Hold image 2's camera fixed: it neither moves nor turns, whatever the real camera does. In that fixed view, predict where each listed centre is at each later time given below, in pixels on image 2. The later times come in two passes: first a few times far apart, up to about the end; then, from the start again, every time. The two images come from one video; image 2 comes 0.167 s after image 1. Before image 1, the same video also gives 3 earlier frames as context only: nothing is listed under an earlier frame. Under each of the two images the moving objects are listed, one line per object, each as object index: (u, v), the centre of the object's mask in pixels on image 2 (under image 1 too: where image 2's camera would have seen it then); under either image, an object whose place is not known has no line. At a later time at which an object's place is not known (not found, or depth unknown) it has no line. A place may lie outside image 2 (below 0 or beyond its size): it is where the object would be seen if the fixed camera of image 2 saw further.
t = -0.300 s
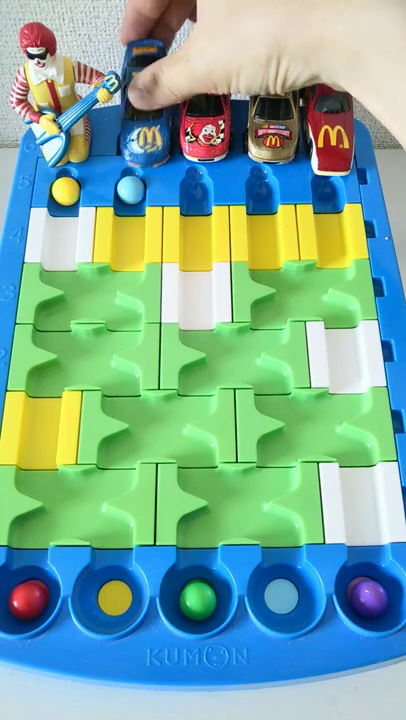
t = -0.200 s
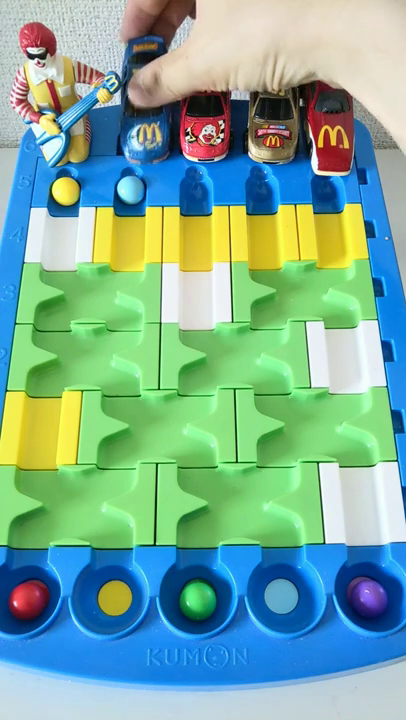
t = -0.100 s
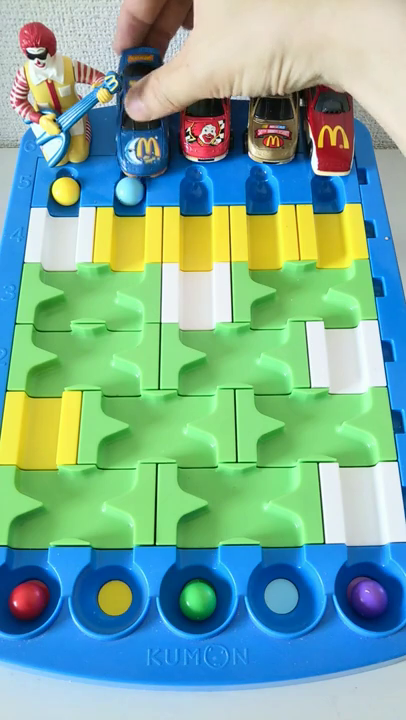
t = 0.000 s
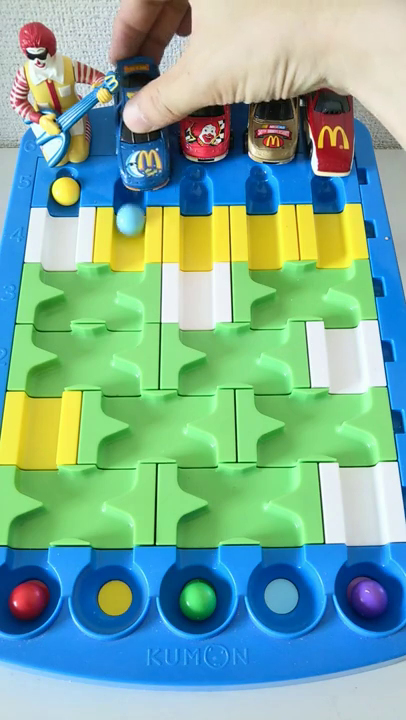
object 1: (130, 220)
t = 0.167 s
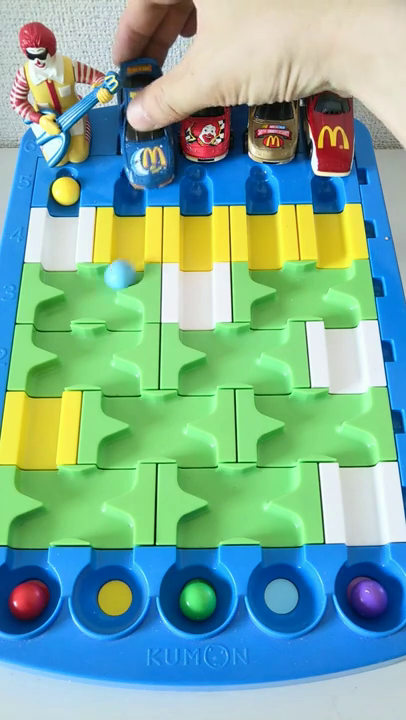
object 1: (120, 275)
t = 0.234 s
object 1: (104, 282)
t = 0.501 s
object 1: (48, 323)
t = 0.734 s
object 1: (76, 353)
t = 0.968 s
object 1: (122, 388)
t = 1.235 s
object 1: (160, 438)
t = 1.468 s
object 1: (200, 478)
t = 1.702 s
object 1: (246, 516)
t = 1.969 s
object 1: (285, 577)
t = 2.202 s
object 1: (283, 593)
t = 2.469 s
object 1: (285, 598)
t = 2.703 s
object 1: (282, 599)
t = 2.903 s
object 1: (281, 599)
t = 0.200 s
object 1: (112, 278)
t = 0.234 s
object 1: (104, 282)
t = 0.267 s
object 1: (97, 288)
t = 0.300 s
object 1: (89, 297)
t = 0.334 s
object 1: (82, 303)
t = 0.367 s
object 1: (75, 304)
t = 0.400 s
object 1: (68, 307)
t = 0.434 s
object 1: (61, 310)
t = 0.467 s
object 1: (54, 315)
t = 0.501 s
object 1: (48, 323)
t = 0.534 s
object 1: (47, 331)
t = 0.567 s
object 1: (49, 336)
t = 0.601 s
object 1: (54, 338)
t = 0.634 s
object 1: (59, 340)
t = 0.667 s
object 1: (65, 342)
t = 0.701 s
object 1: (70, 347)
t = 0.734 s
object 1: (76, 353)
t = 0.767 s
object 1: (82, 363)
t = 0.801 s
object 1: (89, 367)
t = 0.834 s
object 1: (96, 367)
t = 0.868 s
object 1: (103, 371)
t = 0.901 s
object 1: (110, 375)
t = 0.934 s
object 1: (119, 379)
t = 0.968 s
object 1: (122, 388)
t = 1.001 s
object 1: (122, 397)
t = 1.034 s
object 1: (123, 404)
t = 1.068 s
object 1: (129, 407)
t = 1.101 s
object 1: (135, 410)
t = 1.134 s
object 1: (141, 414)
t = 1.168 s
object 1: (146, 420)
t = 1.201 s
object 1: (153, 429)
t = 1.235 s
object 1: (160, 438)
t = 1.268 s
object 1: (167, 438)
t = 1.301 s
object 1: (174, 441)
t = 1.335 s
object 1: (181, 445)
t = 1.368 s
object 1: (189, 449)
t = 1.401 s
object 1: (197, 457)
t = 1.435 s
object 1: (199, 467)
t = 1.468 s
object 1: (200, 478)
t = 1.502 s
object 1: (205, 482)
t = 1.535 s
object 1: (211, 484)
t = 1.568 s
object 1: (218, 488)
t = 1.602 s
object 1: (224, 494)
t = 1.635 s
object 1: (231, 504)
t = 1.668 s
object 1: (238, 517)
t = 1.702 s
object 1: (246, 516)
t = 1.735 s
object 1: (253, 518)
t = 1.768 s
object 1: (259, 522)
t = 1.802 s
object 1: (267, 525)
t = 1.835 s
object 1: (275, 530)
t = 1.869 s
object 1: (283, 538)
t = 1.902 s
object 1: (284, 548)
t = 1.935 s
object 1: (284, 561)
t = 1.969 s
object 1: (285, 577)
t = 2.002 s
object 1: (283, 600)
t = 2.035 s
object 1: (285, 610)
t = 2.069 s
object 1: (283, 607)
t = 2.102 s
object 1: (283, 597)
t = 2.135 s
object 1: (282, 592)
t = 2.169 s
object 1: (284, 589)
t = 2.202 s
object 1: (283, 593)
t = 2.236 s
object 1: (284, 597)
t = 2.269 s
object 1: (283, 599)
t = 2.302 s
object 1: (280, 598)
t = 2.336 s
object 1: (279, 597)
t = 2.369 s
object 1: (279, 597)
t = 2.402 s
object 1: (281, 599)
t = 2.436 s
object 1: (283, 599)
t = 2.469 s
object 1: (285, 598)
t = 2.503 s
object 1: (285, 598)
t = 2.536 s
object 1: (284, 598)
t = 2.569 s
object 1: (283, 599)
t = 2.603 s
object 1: (281, 599)
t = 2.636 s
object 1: (280, 598)
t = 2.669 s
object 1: (280, 598)
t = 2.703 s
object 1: (282, 599)
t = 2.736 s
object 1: (283, 598)
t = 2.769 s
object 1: (284, 598)
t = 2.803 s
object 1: (284, 598)
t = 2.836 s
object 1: (284, 598)
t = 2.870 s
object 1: (282, 599)
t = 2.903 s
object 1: (281, 599)
